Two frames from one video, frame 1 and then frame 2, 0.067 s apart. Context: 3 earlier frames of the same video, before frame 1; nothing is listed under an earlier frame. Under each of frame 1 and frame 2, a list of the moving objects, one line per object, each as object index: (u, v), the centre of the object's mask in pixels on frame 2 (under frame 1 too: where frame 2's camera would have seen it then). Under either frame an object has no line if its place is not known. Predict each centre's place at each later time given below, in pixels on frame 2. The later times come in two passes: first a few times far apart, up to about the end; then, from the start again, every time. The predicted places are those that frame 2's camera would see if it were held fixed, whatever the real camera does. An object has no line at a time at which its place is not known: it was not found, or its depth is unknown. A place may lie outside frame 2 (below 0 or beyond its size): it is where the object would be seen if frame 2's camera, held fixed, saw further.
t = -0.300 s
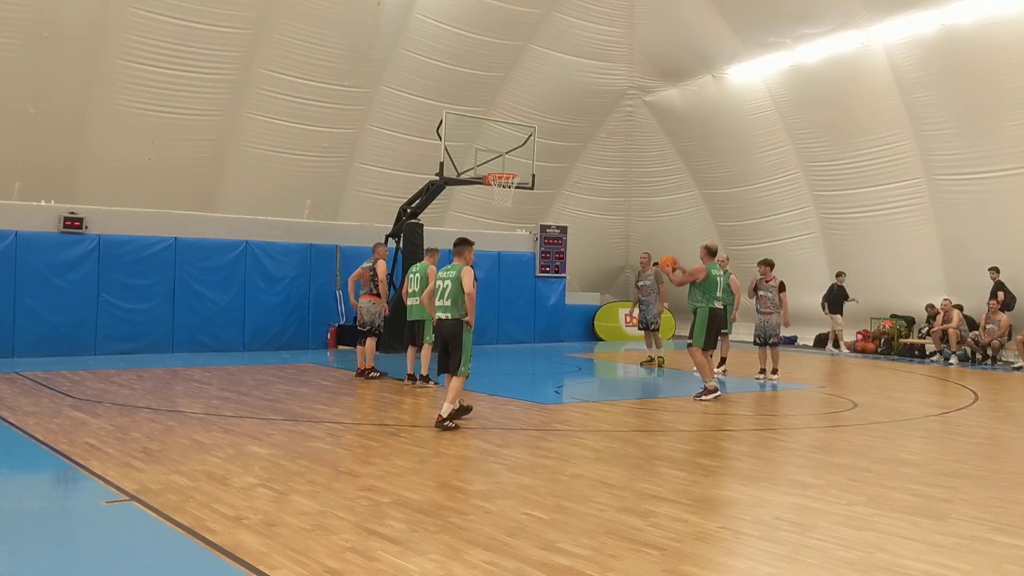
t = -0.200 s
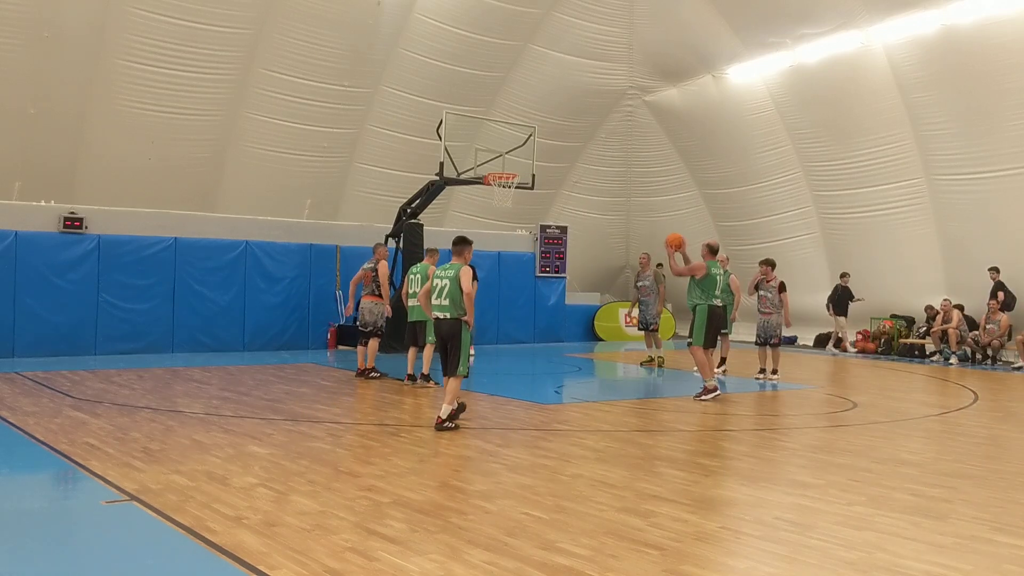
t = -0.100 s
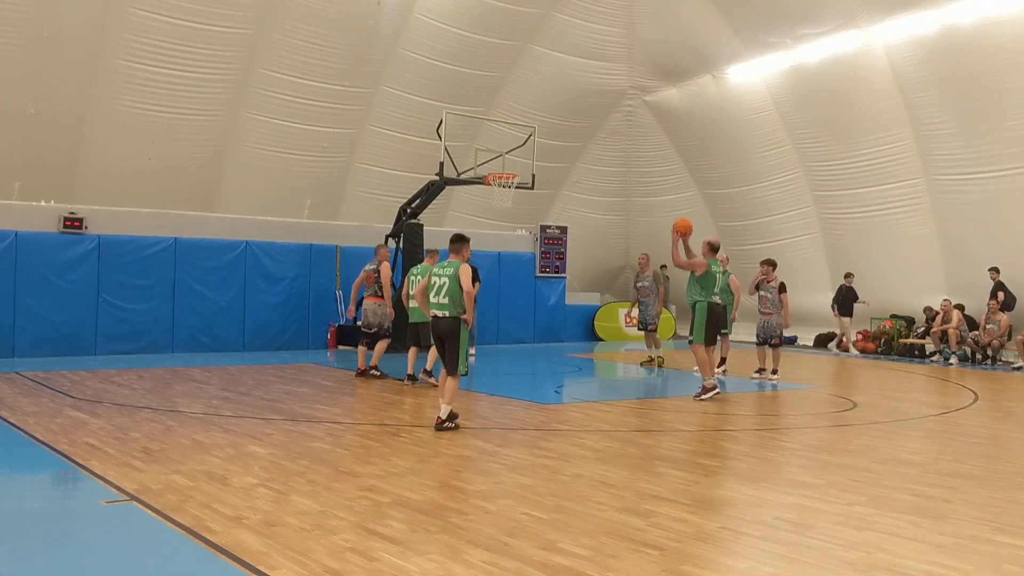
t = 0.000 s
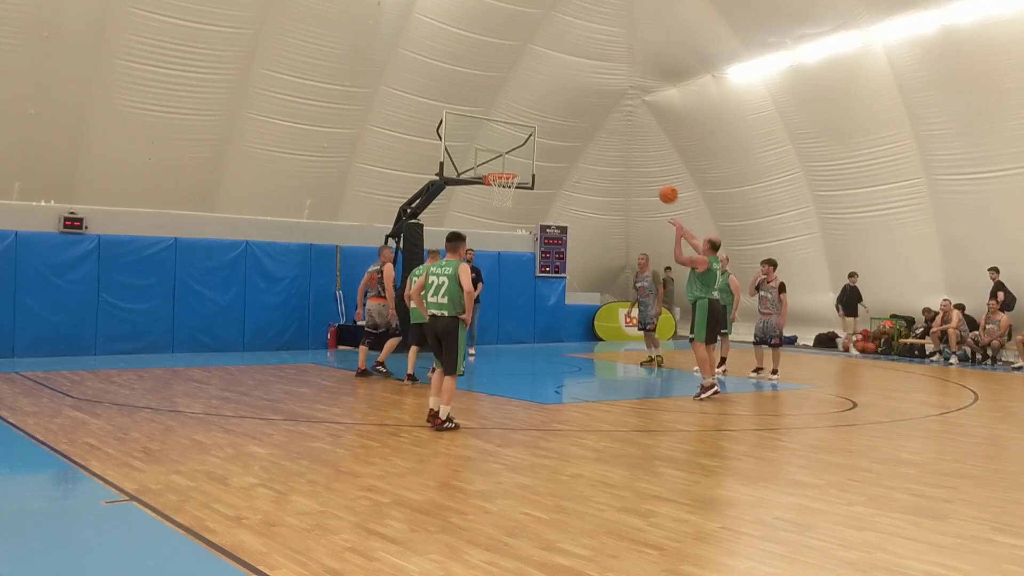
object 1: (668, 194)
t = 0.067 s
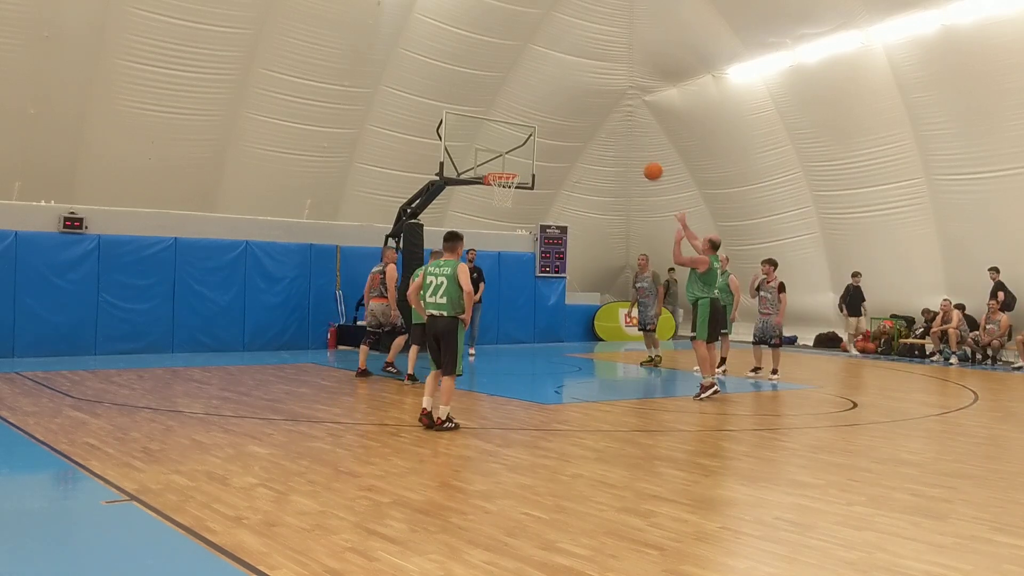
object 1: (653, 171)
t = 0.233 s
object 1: (616, 130)
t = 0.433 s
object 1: (576, 110)
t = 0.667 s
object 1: (532, 121)
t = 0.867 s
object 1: (497, 156)
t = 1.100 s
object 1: (480, 144)
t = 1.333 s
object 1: (486, 140)
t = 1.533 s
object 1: (493, 164)
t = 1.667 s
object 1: (493, 188)
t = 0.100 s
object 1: (645, 161)
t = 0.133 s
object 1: (638, 152)
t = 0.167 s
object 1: (630, 142)
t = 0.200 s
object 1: (623, 136)
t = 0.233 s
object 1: (616, 130)
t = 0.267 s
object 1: (609, 125)
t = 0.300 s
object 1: (602, 120)
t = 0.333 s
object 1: (596, 116)
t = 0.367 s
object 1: (589, 113)
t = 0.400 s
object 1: (582, 111)
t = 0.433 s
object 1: (576, 110)
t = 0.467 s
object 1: (569, 109)
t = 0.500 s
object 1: (563, 109)
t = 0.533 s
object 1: (556, 110)
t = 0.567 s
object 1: (550, 112)
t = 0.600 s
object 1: (544, 114)
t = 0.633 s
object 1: (538, 117)
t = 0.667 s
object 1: (532, 121)
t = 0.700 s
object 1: (526, 125)
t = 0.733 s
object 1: (520, 130)
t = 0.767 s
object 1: (514, 136)
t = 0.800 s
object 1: (508, 142)
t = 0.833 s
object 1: (502, 149)
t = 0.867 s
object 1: (497, 156)
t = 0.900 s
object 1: (491, 164)
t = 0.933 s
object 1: (489, 162)
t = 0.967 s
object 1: (487, 157)
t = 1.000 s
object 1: (485, 153)
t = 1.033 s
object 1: (484, 149)
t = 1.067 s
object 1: (482, 147)
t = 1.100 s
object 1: (480, 144)
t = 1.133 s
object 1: (479, 143)
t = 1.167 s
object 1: (480, 141)
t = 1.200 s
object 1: (482, 139)
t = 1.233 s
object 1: (483, 139)
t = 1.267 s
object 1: (484, 139)
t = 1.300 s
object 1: (485, 139)
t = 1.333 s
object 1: (486, 140)
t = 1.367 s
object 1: (487, 143)
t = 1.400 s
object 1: (488, 146)
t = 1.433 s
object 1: (489, 149)
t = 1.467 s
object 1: (490, 153)
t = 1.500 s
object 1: (491, 159)
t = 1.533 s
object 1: (493, 164)
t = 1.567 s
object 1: (493, 170)
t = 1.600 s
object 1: (493, 175)
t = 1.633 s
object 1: (493, 181)
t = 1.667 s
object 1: (493, 188)
